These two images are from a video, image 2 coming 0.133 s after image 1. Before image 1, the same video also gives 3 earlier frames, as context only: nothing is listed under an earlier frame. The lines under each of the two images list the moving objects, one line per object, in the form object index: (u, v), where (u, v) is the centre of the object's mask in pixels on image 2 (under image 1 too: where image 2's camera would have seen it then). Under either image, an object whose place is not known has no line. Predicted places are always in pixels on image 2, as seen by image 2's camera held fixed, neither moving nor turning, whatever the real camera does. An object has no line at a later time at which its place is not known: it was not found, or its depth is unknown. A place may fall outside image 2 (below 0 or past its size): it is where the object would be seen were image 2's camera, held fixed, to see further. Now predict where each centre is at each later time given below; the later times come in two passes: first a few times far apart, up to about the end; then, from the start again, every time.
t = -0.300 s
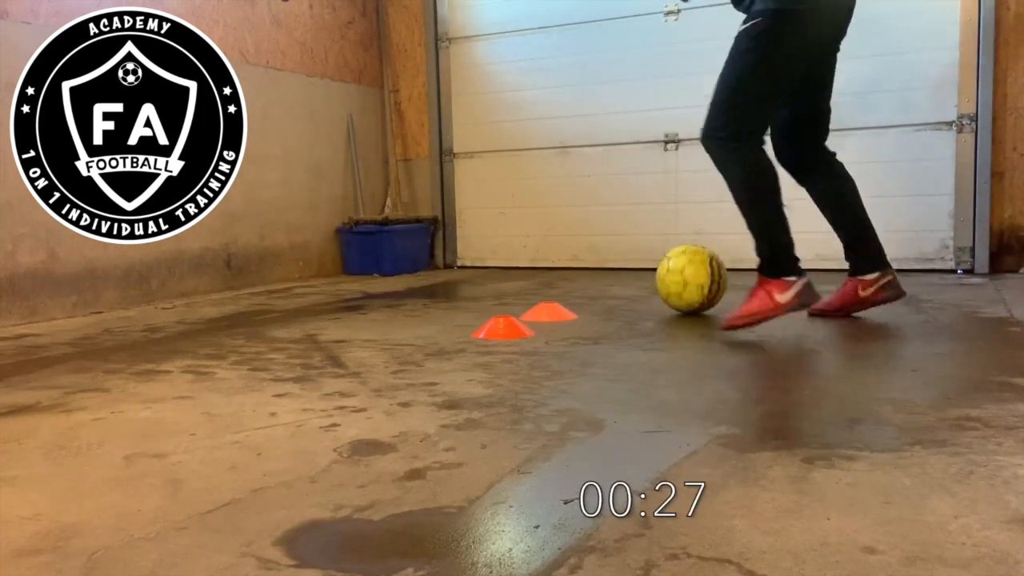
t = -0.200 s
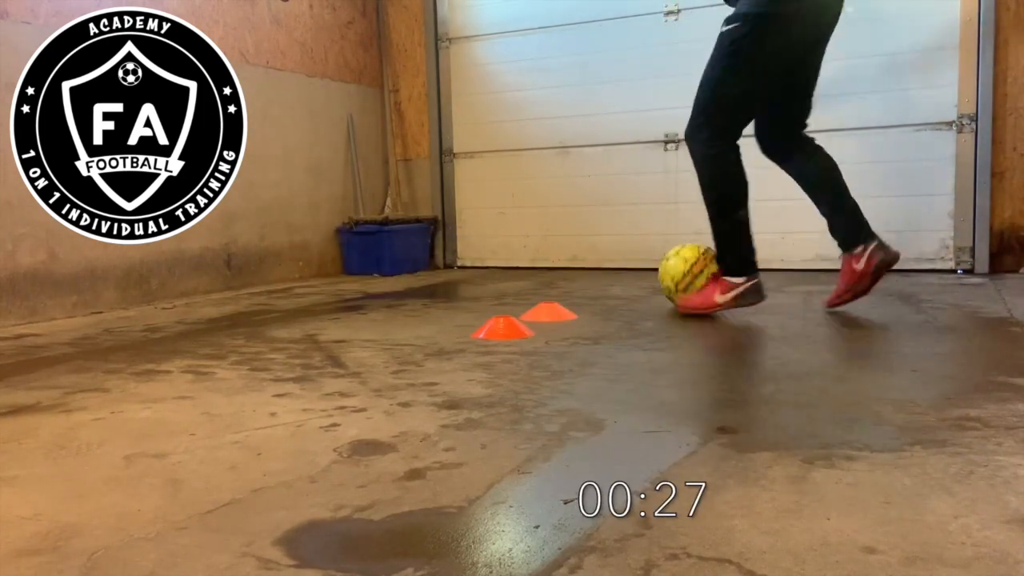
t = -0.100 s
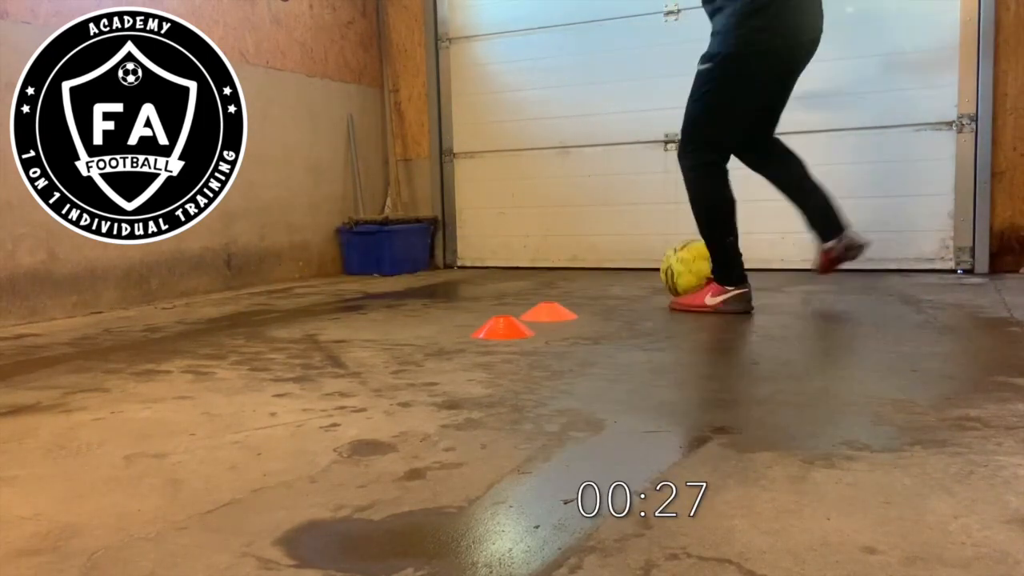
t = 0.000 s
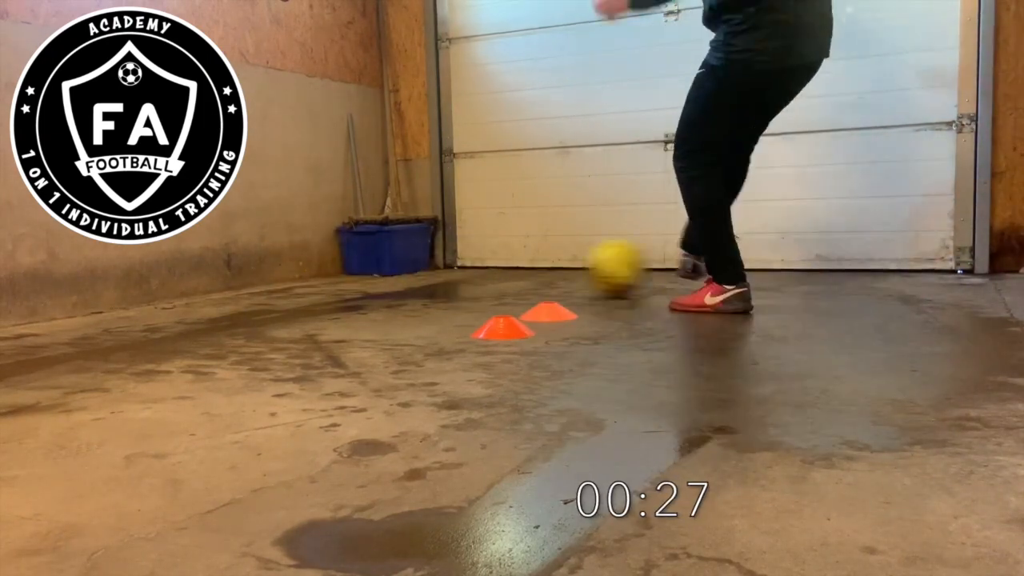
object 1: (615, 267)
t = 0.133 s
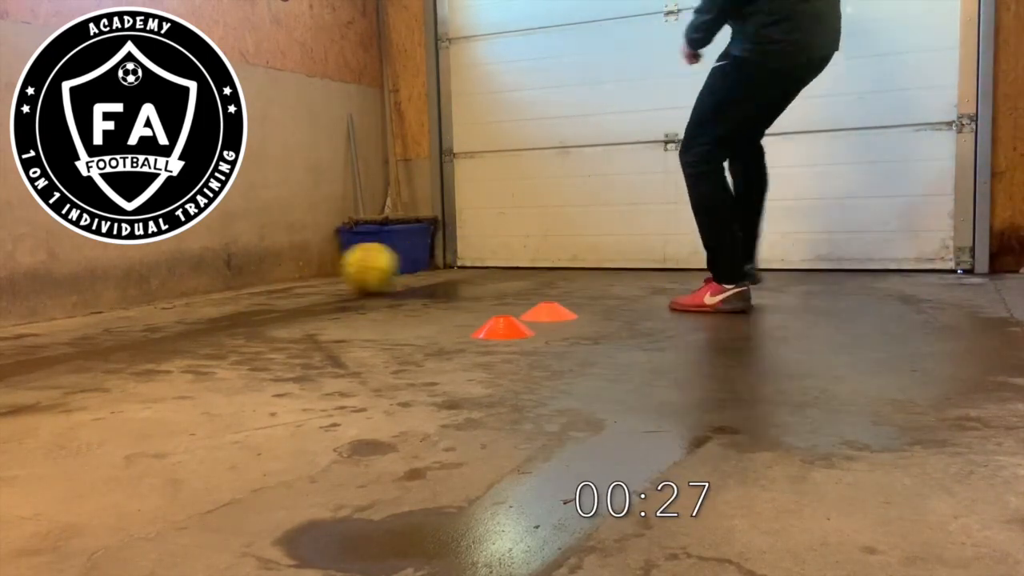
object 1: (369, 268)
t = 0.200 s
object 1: (273, 267)
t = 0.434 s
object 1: (470, 268)
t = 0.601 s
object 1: (644, 261)
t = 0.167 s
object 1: (319, 268)
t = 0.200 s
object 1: (273, 267)
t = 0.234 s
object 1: (262, 262)
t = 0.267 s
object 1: (292, 256)
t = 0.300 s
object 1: (327, 253)
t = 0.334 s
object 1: (359, 253)
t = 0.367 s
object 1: (395, 254)
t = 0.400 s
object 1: (431, 259)
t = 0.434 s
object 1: (470, 268)
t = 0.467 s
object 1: (508, 273)
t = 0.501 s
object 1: (540, 265)
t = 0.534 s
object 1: (573, 261)
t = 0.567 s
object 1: (607, 259)
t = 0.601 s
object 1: (644, 261)
